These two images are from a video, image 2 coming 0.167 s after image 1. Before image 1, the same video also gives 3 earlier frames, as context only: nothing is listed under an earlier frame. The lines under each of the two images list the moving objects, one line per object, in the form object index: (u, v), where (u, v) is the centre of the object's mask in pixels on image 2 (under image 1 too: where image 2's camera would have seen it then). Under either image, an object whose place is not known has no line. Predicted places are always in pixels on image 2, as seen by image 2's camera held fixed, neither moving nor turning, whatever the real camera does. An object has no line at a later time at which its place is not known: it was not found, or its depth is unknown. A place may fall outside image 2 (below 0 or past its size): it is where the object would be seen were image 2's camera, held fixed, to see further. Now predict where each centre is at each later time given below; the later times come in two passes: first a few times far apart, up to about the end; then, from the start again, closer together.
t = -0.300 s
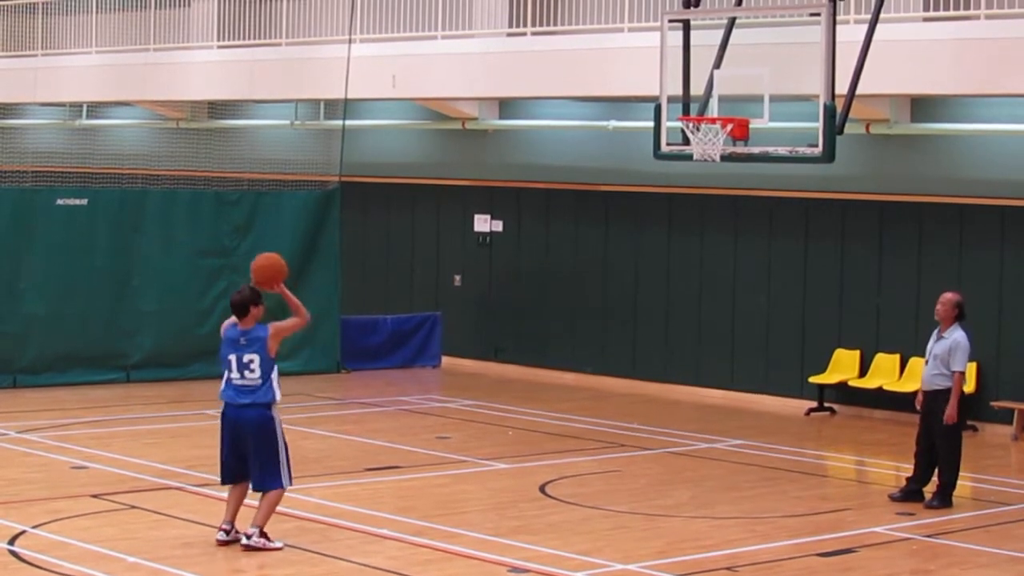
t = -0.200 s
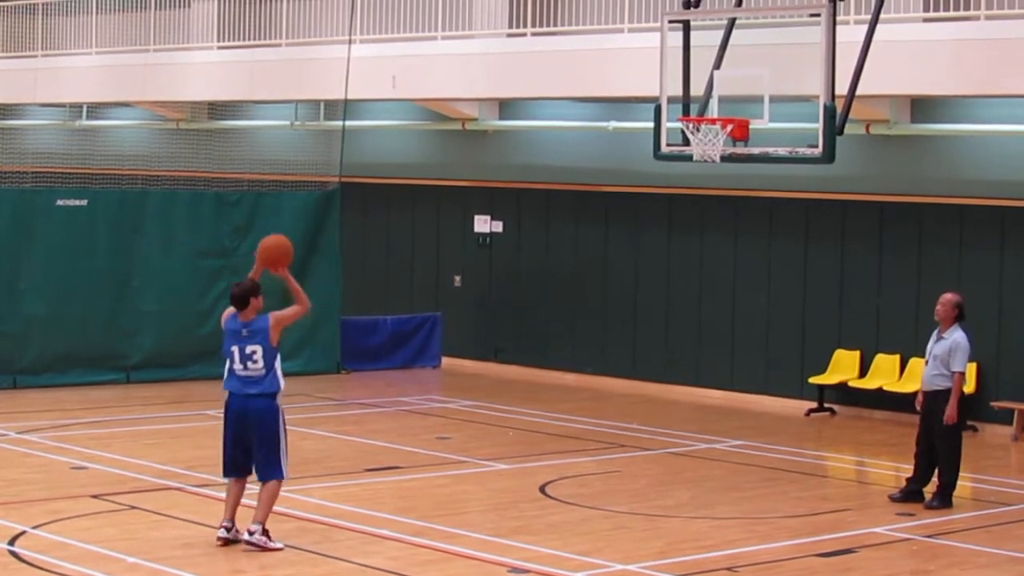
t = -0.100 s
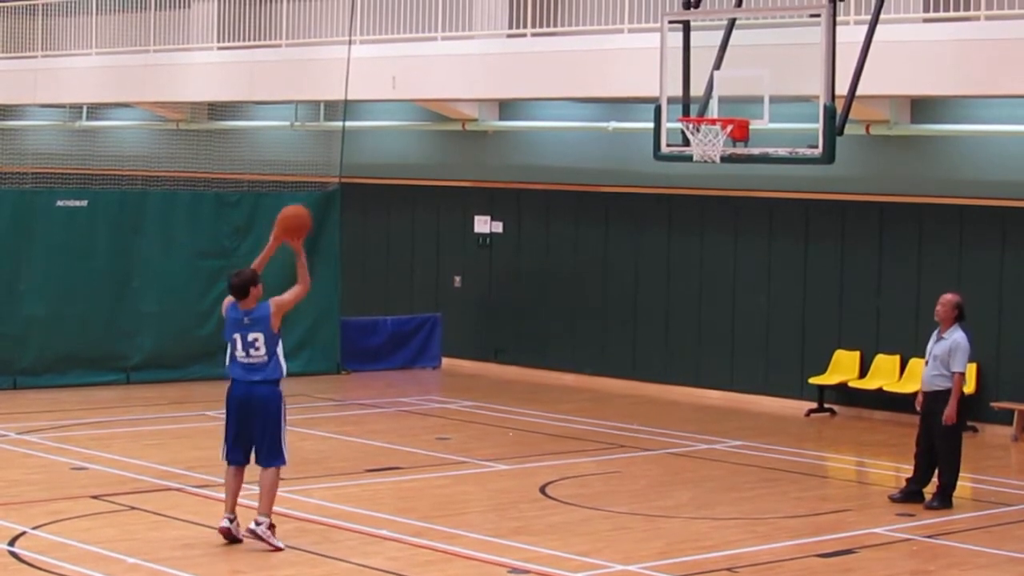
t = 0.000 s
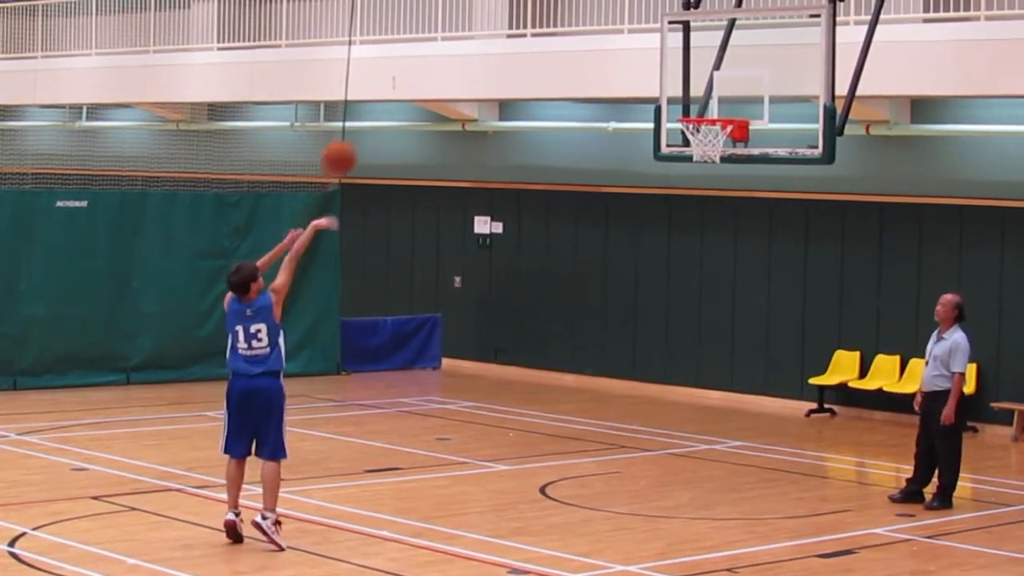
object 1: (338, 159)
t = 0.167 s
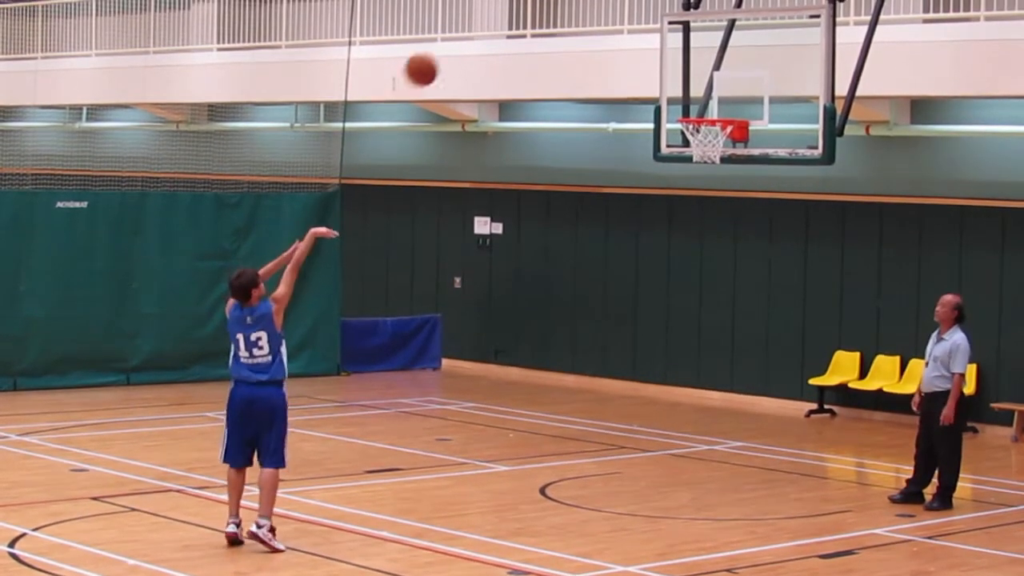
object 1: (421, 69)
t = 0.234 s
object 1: (452, 46)
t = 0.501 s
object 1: (570, 13)
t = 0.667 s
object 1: (635, 38)
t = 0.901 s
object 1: (718, 125)
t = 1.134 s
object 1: (671, 211)
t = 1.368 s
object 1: (618, 354)
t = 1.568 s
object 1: (573, 449)
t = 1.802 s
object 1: (521, 328)
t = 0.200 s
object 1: (437, 57)
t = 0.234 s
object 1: (452, 46)
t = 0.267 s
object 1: (468, 36)
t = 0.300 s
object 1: (483, 28)
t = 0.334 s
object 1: (497, 22)
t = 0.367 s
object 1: (512, 17)
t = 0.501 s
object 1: (570, 13)
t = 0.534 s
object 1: (583, 14)
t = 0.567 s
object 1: (596, 19)
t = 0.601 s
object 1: (609, 24)
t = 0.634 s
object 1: (622, 30)
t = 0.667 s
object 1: (635, 38)
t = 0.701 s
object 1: (648, 47)
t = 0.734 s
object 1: (661, 57)
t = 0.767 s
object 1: (673, 69)
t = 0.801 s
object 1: (685, 81)
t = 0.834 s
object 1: (696, 95)
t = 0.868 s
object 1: (709, 108)
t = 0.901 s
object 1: (718, 125)
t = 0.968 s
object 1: (709, 148)
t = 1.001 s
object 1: (701, 165)
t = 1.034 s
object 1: (694, 171)
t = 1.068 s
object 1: (686, 182)
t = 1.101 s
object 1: (678, 197)
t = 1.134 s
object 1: (671, 211)
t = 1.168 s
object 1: (663, 227)
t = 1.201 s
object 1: (655, 245)
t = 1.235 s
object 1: (648, 264)
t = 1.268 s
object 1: (640, 284)
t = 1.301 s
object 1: (632, 306)
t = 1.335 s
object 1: (625, 329)
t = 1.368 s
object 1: (618, 354)
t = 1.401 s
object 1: (610, 378)
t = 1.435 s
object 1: (602, 407)
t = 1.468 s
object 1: (594, 437)
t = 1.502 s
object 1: (587, 463)
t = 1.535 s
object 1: (579, 474)
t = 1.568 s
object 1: (573, 449)
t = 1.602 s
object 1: (565, 431)
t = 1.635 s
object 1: (559, 410)
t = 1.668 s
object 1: (552, 392)
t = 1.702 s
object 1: (543, 372)
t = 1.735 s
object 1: (537, 356)
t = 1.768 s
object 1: (529, 341)
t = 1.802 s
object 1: (521, 328)
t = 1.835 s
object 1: (514, 316)
